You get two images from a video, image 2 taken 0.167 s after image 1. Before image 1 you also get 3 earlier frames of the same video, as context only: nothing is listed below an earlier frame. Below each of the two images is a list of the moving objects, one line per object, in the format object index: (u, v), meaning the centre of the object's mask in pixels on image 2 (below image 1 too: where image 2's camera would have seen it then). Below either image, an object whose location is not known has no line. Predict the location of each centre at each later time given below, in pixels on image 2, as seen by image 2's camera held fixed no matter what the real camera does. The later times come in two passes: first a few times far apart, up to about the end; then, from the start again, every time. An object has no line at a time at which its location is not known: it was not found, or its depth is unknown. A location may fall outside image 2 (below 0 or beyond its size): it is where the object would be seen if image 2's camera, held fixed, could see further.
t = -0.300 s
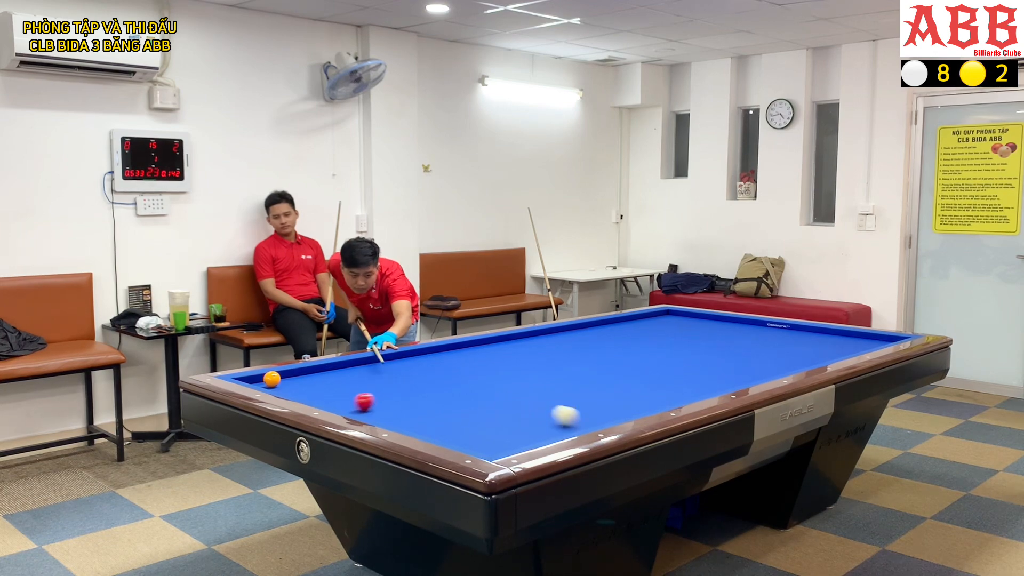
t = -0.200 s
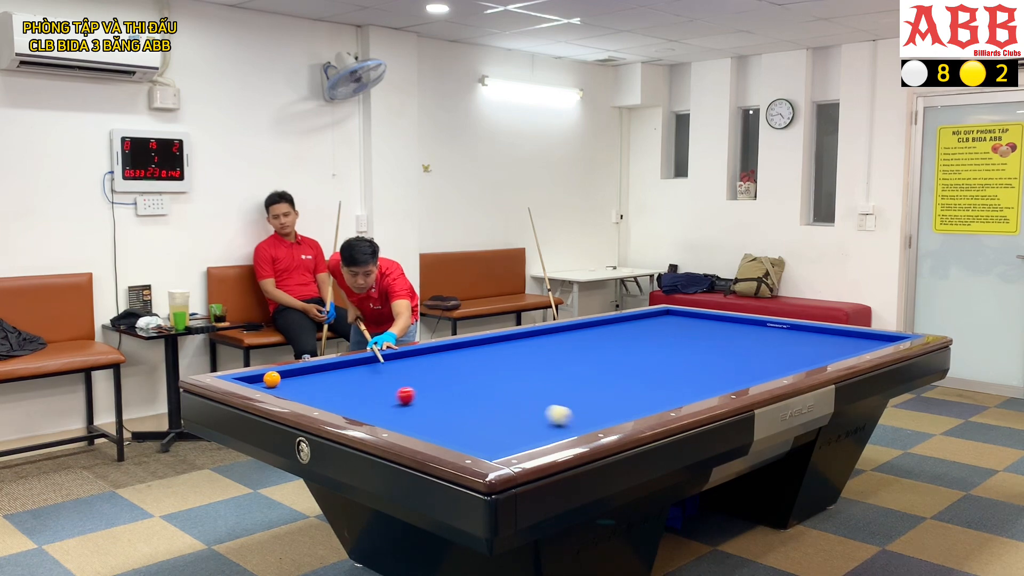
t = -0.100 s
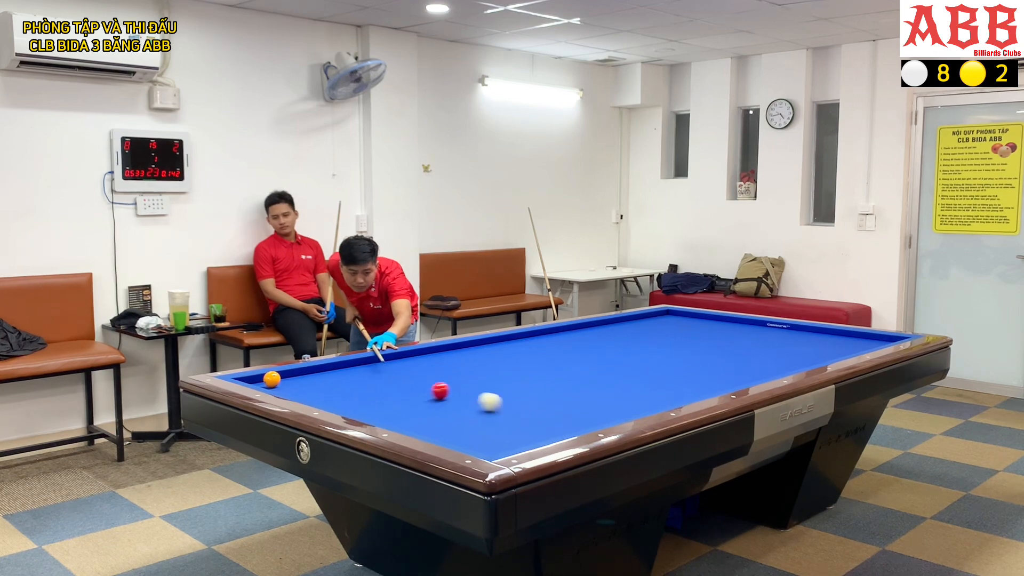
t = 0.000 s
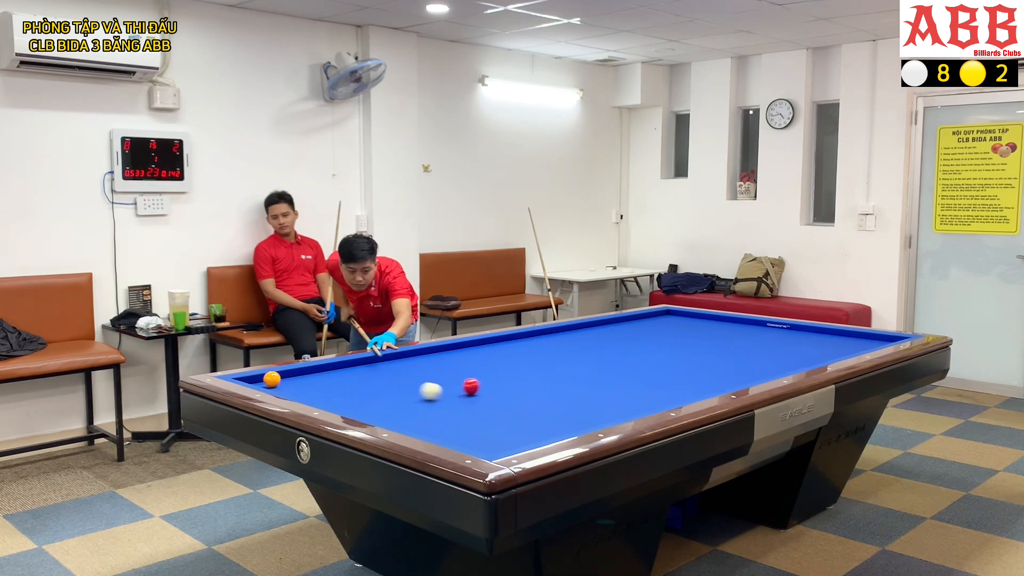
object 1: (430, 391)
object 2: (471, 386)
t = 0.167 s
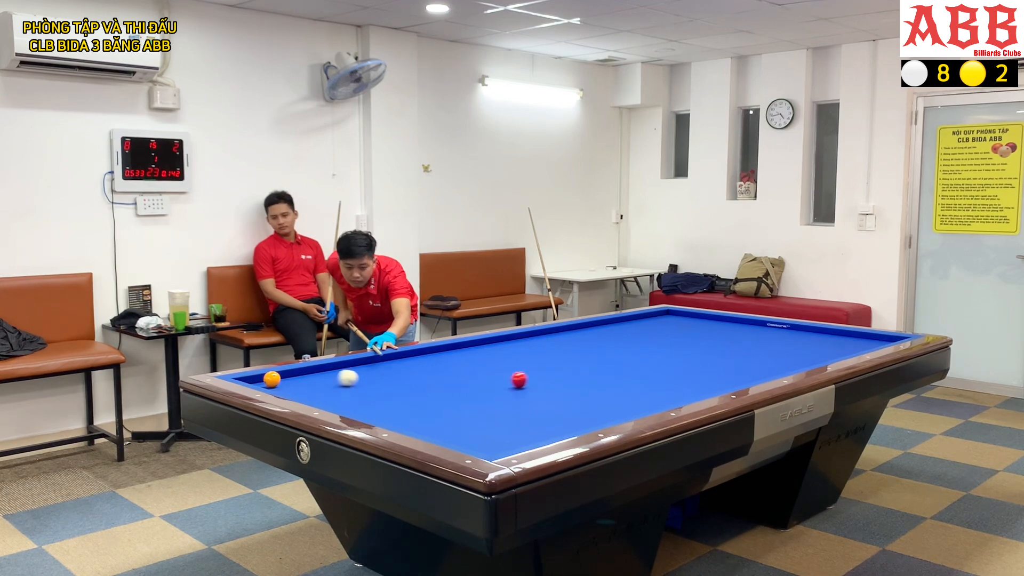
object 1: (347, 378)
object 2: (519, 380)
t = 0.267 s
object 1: (304, 371)
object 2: (546, 376)
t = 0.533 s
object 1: (340, 387)
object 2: (613, 367)
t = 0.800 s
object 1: (378, 405)
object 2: (673, 359)
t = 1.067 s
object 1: (423, 425)
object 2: (728, 352)
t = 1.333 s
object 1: (477, 446)
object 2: (778, 346)
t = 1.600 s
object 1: (475, 439)
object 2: (824, 339)
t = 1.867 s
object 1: (456, 425)
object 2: (865, 334)
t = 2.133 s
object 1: (440, 412)
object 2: (852, 339)
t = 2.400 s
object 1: (426, 401)
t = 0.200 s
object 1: (333, 376)
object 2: (528, 378)
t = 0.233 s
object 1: (318, 374)
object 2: (537, 377)
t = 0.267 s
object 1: (304, 371)
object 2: (546, 376)
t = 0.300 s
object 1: (298, 371)
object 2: (554, 375)
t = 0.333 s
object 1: (305, 374)
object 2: (563, 374)
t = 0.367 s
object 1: (311, 376)
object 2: (572, 373)
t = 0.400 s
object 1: (317, 378)
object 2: (580, 371)
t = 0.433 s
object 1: (323, 381)
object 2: (589, 370)
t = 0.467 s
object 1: (329, 383)
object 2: (597, 369)
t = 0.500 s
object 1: (335, 385)
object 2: (605, 368)
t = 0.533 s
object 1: (340, 387)
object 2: (613, 367)
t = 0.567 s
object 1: (345, 389)
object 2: (621, 366)
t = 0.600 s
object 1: (349, 391)
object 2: (628, 365)
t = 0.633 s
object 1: (354, 394)
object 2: (636, 364)
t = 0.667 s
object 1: (358, 396)
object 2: (644, 363)
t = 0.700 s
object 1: (363, 398)
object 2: (651, 362)
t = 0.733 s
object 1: (368, 400)
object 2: (659, 361)
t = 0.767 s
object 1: (373, 402)
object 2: (666, 360)
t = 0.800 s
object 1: (378, 405)
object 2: (673, 359)
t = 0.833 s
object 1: (383, 407)
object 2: (681, 358)
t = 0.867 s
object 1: (389, 410)
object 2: (688, 357)
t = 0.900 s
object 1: (394, 412)
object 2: (694, 356)
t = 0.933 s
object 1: (399, 415)
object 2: (701, 356)
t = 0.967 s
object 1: (405, 418)
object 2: (708, 354)
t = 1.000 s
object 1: (411, 420)
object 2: (715, 354)
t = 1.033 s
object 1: (417, 423)
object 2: (722, 353)
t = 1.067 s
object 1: (423, 425)
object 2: (728, 352)
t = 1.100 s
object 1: (429, 427)
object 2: (735, 351)
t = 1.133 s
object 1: (435, 430)
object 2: (741, 350)
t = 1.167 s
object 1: (441, 433)
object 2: (748, 349)
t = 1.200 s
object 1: (448, 435)
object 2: (754, 349)
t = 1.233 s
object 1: (455, 438)
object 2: (760, 348)
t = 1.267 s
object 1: (462, 441)
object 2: (766, 347)
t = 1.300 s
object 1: (469, 443)
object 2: (772, 346)
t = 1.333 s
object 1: (477, 446)
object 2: (778, 346)
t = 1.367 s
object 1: (487, 448)
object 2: (784, 345)
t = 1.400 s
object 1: (494, 449)
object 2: (790, 344)
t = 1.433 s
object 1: (490, 448)
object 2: (796, 343)
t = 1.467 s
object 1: (486, 446)
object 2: (801, 342)
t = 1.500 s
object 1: (483, 445)
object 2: (807, 342)
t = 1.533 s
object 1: (480, 443)
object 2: (812, 341)
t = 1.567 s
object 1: (477, 441)
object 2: (818, 340)
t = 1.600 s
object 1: (475, 439)
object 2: (824, 339)
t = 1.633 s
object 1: (472, 438)
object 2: (829, 339)
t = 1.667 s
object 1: (470, 436)
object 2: (834, 338)
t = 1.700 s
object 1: (467, 434)
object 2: (840, 337)
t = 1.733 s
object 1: (465, 432)
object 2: (845, 336)
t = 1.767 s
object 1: (463, 430)
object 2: (850, 336)
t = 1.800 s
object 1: (461, 429)
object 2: (855, 335)
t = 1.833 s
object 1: (458, 427)
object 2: (860, 334)
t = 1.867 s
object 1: (456, 425)
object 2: (865, 334)
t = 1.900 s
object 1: (454, 423)
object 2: (865, 334)
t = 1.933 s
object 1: (452, 422)
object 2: (863, 335)
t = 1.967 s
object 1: (450, 420)
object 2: (860, 336)
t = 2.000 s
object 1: (448, 419)
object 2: (859, 336)
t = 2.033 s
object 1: (446, 417)
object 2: (857, 337)
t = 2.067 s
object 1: (444, 415)
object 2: (855, 338)
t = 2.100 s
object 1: (442, 414)
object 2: (854, 338)
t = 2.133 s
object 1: (440, 412)
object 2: (852, 339)
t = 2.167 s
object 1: (438, 411)
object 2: (851, 340)
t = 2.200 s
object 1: (436, 409)
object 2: (850, 340)
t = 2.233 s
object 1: (434, 408)
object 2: (848, 341)
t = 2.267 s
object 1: (433, 407)
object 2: (846, 342)
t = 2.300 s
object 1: (431, 405)
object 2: (842, 342)
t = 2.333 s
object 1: (429, 404)
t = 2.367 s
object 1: (428, 403)
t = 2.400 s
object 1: (426, 401)
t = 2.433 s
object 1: (424, 400)
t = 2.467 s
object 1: (423, 399)
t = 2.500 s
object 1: (421, 398)
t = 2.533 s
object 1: (419, 396)
